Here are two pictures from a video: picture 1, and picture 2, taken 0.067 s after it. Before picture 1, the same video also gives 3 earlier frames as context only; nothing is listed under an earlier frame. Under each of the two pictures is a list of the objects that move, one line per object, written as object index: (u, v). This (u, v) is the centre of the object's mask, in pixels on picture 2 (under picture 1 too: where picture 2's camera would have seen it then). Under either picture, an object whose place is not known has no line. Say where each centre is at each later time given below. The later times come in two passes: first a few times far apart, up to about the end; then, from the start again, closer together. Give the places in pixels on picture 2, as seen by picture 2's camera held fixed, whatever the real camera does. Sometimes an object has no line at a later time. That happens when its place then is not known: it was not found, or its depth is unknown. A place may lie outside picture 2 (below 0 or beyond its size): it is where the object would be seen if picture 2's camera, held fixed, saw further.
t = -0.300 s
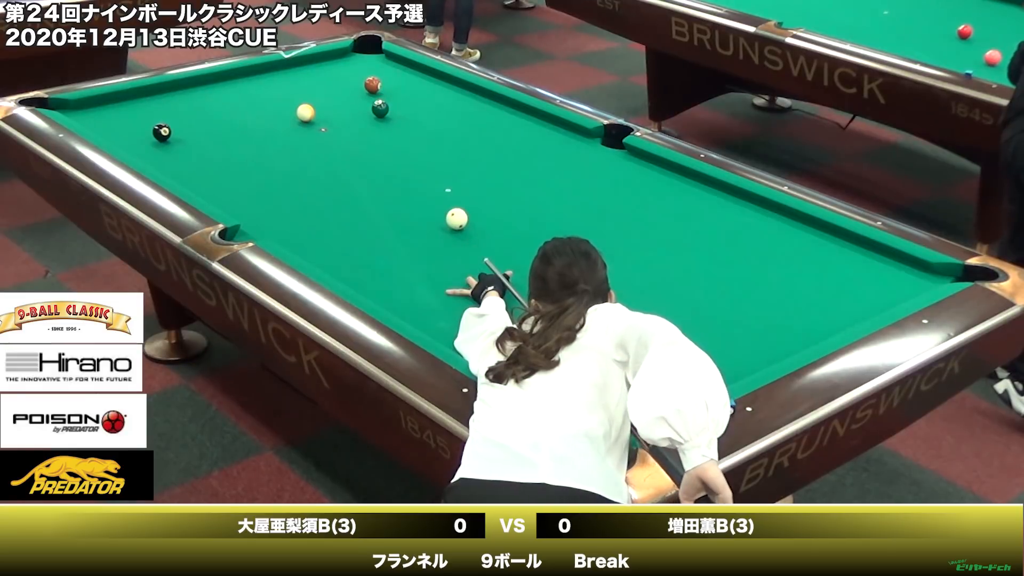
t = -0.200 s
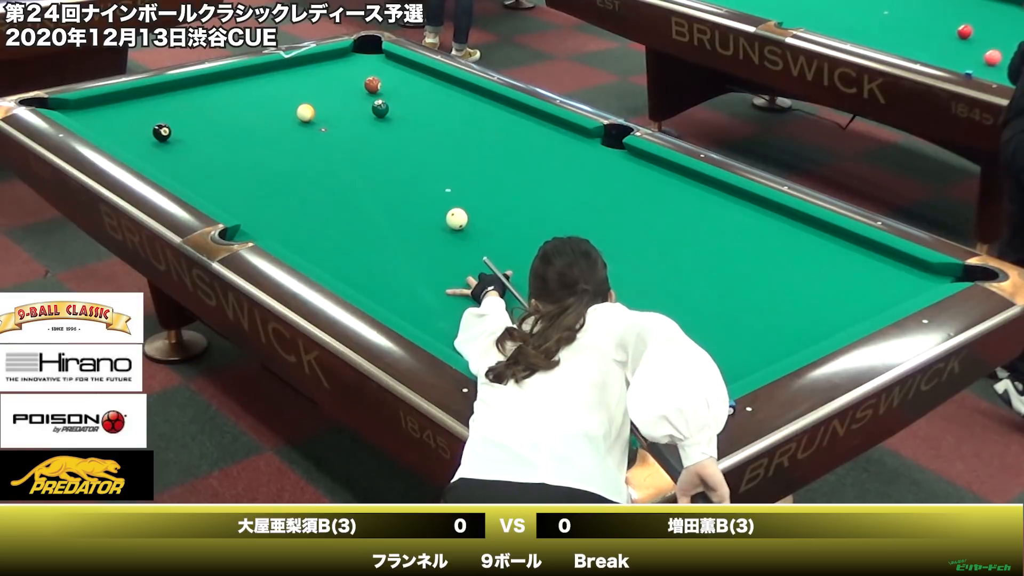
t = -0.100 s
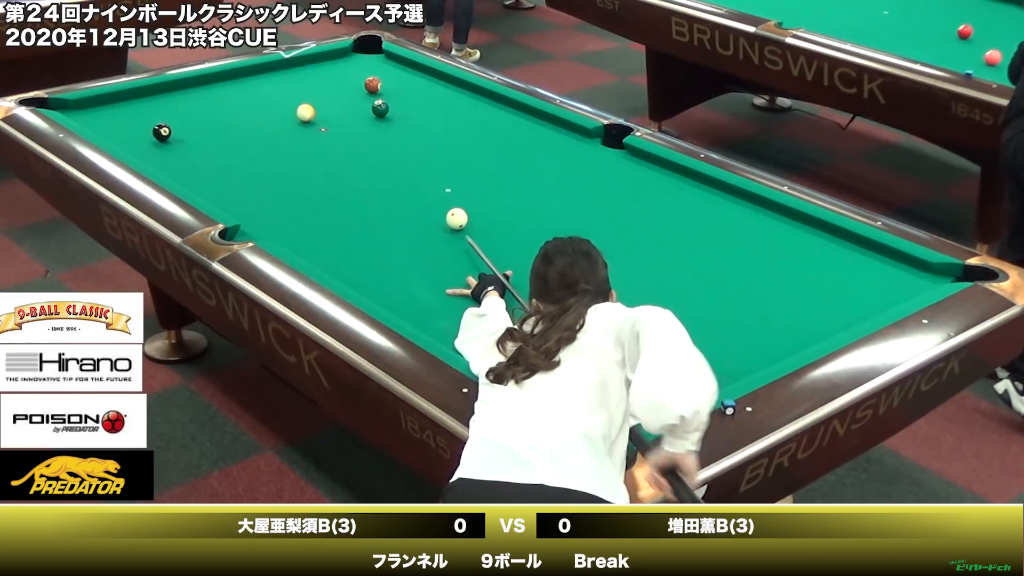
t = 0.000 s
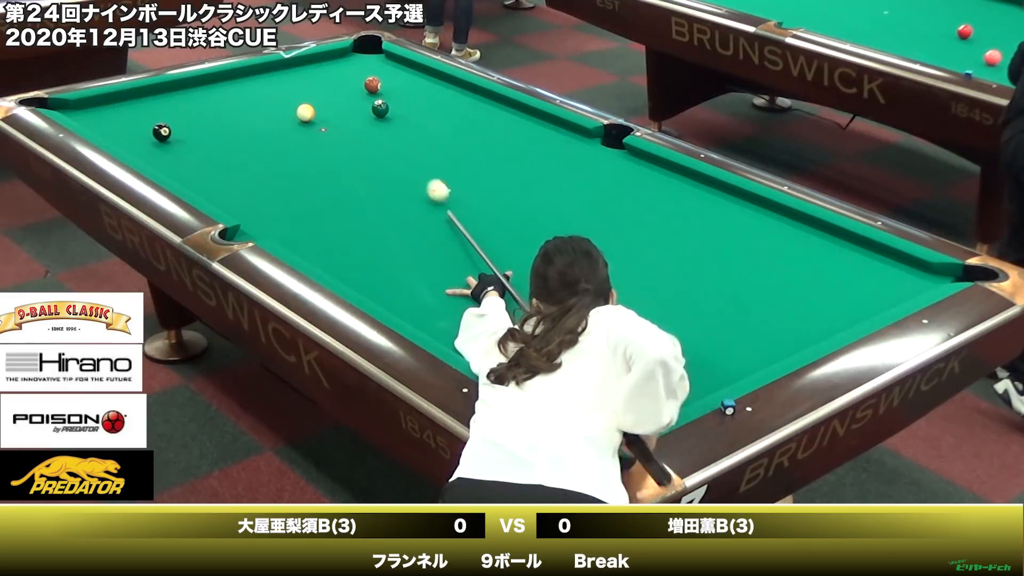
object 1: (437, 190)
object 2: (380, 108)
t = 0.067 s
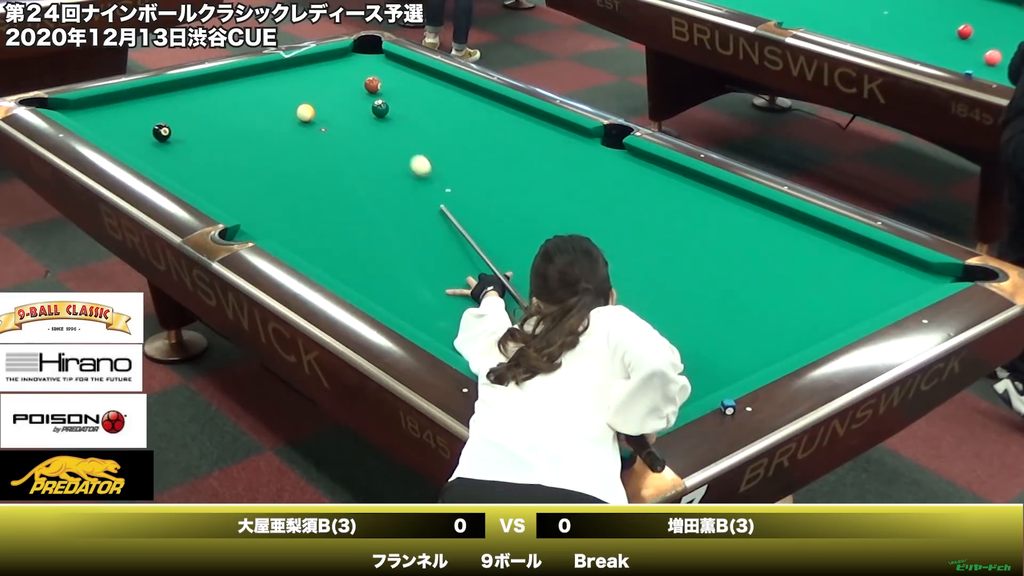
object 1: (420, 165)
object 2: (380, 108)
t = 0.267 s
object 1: (383, 114)
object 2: (376, 101)
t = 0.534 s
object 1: (377, 114)
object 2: (346, 87)
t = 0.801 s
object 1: (373, 115)
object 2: (317, 83)
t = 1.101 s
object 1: (369, 116)
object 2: (286, 79)
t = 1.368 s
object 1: (368, 116)
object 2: (261, 76)
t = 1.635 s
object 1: (368, 116)
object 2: (238, 73)
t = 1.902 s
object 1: (368, 115)
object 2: (235, 76)
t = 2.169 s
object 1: (361, 117)
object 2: (234, 79)
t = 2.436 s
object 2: (232, 83)
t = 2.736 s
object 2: (230, 86)
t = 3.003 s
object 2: (229, 87)
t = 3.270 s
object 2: (223, 88)
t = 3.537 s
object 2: (227, 91)
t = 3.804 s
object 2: (226, 91)
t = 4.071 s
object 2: (226, 91)
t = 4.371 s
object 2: (226, 91)
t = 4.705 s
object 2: (228, 90)
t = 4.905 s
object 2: (227, 91)
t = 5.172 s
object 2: (227, 91)
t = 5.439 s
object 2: (226, 91)
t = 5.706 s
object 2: (226, 91)
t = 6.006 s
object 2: (227, 91)
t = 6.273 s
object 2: (226, 91)
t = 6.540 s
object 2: (227, 91)
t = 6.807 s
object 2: (227, 91)
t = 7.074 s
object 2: (227, 91)
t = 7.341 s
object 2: (227, 91)
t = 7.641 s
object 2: (227, 91)
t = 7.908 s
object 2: (226, 91)
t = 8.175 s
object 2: (226, 91)
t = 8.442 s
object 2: (226, 91)
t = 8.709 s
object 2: (227, 91)
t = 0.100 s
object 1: (412, 154)
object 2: (380, 108)
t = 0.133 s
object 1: (405, 144)
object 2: (380, 108)
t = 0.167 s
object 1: (398, 134)
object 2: (380, 108)
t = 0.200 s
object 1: (392, 125)
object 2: (380, 108)
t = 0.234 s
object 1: (386, 117)
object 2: (378, 106)
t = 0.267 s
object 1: (383, 114)
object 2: (376, 101)
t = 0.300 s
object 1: (382, 114)
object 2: (373, 96)
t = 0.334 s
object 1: (381, 114)
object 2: (370, 90)
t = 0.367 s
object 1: (381, 114)
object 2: (365, 90)
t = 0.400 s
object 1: (380, 114)
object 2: (361, 89)
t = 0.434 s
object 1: (379, 114)
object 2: (357, 89)
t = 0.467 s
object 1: (378, 114)
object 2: (353, 88)
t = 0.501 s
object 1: (378, 114)
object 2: (349, 88)
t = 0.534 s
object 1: (377, 114)
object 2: (346, 87)
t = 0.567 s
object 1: (377, 114)
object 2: (342, 87)
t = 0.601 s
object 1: (376, 114)
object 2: (338, 86)
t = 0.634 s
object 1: (375, 115)
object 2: (335, 85)
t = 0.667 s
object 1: (375, 115)
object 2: (331, 85)
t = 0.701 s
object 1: (374, 115)
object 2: (327, 85)
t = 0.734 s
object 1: (374, 115)
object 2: (324, 84)
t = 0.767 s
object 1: (373, 115)
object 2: (320, 84)
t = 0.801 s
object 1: (373, 115)
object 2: (317, 83)
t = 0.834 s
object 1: (373, 115)
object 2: (313, 83)
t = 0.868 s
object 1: (372, 115)
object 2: (310, 82)
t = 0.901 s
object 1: (371, 115)
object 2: (306, 82)
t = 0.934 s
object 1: (371, 115)
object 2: (303, 81)
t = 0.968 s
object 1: (371, 115)
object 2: (300, 81)
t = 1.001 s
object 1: (370, 115)
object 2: (296, 80)
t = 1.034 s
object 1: (370, 116)
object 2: (293, 80)
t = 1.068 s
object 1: (369, 116)
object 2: (290, 80)
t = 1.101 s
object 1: (369, 116)
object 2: (286, 79)
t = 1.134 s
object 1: (369, 116)
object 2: (283, 79)
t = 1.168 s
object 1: (369, 115)
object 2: (280, 78)
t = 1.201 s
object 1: (368, 116)
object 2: (277, 78)
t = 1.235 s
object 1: (368, 115)
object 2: (274, 77)
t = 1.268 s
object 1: (368, 116)
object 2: (271, 77)
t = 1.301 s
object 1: (368, 116)
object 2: (267, 76)
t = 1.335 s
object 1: (368, 116)
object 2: (264, 76)
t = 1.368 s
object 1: (368, 116)
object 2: (261, 76)
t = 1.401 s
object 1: (367, 116)
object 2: (258, 75)
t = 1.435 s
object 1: (368, 116)
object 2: (255, 75)
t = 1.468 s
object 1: (368, 116)
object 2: (252, 74)
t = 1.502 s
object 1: (368, 115)
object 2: (249, 74)
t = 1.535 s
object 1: (368, 116)
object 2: (246, 74)
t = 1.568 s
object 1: (368, 116)
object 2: (244, 73)
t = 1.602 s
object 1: (368, 116)
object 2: (240, 73)
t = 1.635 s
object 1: (368, 116)
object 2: (238, 73)
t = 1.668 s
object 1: (368, 116)
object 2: (236, 73)
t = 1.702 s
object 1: (368, 116)
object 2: (236, 74)
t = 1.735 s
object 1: (368, 116)
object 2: (236, 74)
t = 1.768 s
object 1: (368, 116)
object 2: (236, 74)
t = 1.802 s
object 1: (368, 115)
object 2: (235, 75)
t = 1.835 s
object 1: (368, 115)
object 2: (235, 75)
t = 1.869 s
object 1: (368, 115)
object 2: (235, 76)
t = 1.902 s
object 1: (368, 115)
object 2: (235, 76)
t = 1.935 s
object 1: (368, 116)
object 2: (235, 77)
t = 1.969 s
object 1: (367, 116)
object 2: (235, 77)
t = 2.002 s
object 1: (366, 116)
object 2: (235, 77)
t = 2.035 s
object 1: (365, 116)
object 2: (234, 78)
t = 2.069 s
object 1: (364, 117)
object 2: (234, 78)
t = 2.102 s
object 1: (363, 117)
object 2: (234, 79)
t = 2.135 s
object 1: (362, 117)
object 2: (234, 79)
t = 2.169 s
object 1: (361, 117)
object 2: (234, 79)
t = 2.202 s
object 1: (360, 118)
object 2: (233, 80)
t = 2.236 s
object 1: (359, 118)
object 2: (233, 80)
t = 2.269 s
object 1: (358, 118)
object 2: (233, 81)
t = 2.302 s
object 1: (357, 118)
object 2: (233, 81)
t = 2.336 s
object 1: (356, 119)
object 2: (232, 81)
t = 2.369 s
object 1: (355, 119)
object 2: (232, 82)
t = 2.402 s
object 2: (232, 82)
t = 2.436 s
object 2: (232, 83)
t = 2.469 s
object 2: (232, 83)
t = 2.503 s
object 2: (231, 83)
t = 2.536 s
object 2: (231, 84)
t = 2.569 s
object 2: (231, 84)
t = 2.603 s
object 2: (231, 84)
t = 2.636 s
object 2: (231, 85)
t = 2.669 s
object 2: (230, 85)
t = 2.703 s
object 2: (230, 85)
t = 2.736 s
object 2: (230, 86)
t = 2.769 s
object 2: (230, 86)
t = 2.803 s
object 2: (230, 86)
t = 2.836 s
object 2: (229, 86)
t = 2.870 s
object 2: (229, 86)
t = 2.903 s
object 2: (229, 87)
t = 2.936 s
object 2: (229, 87)
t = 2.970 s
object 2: (229, 87)
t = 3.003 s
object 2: (229, 87)
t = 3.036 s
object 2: (228, 88)
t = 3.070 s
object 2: (228, 88)
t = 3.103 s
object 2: (228, 88)
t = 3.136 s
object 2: (228, 88)
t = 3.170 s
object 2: (228, 88)
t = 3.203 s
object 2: (228, 89)
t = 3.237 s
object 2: (226, 89)
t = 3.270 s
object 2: (223, 88)
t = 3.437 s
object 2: (221, 87)
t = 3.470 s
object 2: (223, 89)
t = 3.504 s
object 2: (226, 90)
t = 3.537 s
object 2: (227, 91)
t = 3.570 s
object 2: (227, 91)
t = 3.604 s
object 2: (227, 91)
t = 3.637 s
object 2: (227, 91)
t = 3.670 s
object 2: (227, 91)
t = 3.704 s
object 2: (226, 91)
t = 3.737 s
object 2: (227, 91)
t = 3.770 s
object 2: (226, 91)
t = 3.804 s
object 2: (226, 91)
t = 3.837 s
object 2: (226, 91)
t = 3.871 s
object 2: (226, 91)
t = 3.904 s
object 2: (226, 91)
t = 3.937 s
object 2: (226, 91)
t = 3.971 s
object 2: (226, 91)
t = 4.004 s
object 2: (226, 92)
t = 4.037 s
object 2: (226, 91)
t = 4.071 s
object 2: (226, 91)
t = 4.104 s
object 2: (226, 91)
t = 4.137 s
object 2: (226, 91)
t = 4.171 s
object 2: (226, 91)
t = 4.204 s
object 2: (226, 91)
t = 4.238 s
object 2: (226, 91)
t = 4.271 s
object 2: (226, 91)
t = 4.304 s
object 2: (226, 91)
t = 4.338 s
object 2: (226, 91)
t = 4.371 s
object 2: (226, 91)
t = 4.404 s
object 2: (226, 91)
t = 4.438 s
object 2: (226, 91)
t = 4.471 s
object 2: (226, 91)
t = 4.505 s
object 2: (226, 91)
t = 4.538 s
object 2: (224, 90)
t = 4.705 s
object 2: (228, 90)
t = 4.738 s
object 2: (227, 91)
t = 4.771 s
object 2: (227, 91)
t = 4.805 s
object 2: (227, 91)
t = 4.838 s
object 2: (226, 91)
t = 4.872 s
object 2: (226, 91)
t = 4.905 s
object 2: (227, 91)
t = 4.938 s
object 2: (226, 91)
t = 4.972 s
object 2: (227, 91)
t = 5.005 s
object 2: (227, 91)
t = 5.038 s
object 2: (226, 91)
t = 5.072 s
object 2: (226, 91)
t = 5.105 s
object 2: (226, 91)
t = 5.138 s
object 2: (226, 91)
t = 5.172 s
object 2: (227, 91)
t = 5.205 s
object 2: (227, 91)
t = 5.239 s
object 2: (227, 91)
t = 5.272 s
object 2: (226, 91)
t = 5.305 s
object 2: (226, 91)
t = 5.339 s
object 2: (226, 91)
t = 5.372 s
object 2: (226, 91)
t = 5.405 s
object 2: (226, 91)
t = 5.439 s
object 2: (226, 91)
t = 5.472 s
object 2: (227, 91)
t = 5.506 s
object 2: (227, 91)
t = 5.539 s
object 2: (227, 91)
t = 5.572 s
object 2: (227, 91)
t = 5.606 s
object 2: (227, 91)
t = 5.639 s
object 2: (227, 91)
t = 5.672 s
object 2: (226, 91)
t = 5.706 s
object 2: (226, 91)
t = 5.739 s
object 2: (227, 91)
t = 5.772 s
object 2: (226, 91)
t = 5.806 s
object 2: (226, 91)
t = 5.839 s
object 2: (226, 91)
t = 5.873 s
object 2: (226, 91)
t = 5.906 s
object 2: (227, 91)
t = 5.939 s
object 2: (227, 91)
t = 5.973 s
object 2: (227, 91)
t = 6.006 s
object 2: (227, 91)
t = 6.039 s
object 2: (227, 91)
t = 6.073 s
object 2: (227, 91)
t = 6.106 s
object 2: (227, 91)
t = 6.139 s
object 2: (227, 91)
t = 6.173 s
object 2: (227, 91)
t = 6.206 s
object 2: (227, 91)
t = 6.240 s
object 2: (226, 91)
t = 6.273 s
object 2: (226, 91)
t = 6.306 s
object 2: (226, 91)
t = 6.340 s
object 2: (226, 91)
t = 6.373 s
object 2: (226, 91)
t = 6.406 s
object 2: (227, 91)
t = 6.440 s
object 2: (227, 91)
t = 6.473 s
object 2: (227, 91)
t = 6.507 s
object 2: (227, 91)
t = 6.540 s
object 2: (227, 91)
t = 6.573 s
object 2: (227, 91)
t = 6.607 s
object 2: (227, 91)
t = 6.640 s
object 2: (227, 91)
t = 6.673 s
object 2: (227, 91)
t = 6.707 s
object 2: (227, 91)
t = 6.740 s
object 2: (227, 91)
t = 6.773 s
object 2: (227, 91)
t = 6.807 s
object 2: (227, 91)
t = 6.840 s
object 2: (227, 91)
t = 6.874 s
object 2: (227, 91)
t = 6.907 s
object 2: (227, 91)
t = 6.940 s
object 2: (227, 91)
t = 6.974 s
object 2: (227, 91)
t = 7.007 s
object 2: (227, 91)
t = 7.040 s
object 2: (227, 91)
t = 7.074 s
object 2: (227, 91)
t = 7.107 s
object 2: (227, 91)
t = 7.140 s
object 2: (227, 91)
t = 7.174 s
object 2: (227, 91)
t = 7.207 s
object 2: (227, 91)
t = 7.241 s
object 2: (227, 91)
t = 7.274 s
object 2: (227, 91)
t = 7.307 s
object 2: (227, 91)
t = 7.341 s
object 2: (227, 91)
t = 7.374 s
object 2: (227, 91)
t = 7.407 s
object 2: (227, 91)
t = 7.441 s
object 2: (227, 91)
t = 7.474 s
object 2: (227, 91)
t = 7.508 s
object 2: (227, 91)
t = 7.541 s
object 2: (227, 91)
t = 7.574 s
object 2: (227, 91)
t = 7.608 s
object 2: (227, 91)
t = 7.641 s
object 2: (227, 91)
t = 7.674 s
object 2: (227, 91)
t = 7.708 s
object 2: (227, 91)
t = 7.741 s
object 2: (227, 91)
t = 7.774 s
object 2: (227, 91)
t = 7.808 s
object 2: (227, 91)
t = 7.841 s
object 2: (226, 91)
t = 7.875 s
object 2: (226, 91)
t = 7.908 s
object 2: (226, 91)
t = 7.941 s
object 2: (226, 91)
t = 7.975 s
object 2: (226, 91)
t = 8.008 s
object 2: (226, 91)
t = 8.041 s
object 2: (226, 91)
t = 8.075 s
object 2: (226, 91)
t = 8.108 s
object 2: (226, 91)
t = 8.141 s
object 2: (226, 91)
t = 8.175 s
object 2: (226, 91)
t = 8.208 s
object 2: (226, 91)
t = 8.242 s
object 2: (226, 91)
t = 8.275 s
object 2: (227, 91)
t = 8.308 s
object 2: (226, 91)
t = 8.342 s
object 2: (227, 91)
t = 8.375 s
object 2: (226, 91)
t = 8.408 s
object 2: (226, 91)
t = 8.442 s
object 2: (226, 91)
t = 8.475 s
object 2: (226, 91)
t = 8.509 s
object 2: (226, 91)
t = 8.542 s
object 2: (226, 91)
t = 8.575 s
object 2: (226, 91)
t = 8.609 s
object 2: (227, 91)
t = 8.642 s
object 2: (226, 91)
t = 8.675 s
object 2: (226, 91)
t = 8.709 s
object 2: (227, 91)
